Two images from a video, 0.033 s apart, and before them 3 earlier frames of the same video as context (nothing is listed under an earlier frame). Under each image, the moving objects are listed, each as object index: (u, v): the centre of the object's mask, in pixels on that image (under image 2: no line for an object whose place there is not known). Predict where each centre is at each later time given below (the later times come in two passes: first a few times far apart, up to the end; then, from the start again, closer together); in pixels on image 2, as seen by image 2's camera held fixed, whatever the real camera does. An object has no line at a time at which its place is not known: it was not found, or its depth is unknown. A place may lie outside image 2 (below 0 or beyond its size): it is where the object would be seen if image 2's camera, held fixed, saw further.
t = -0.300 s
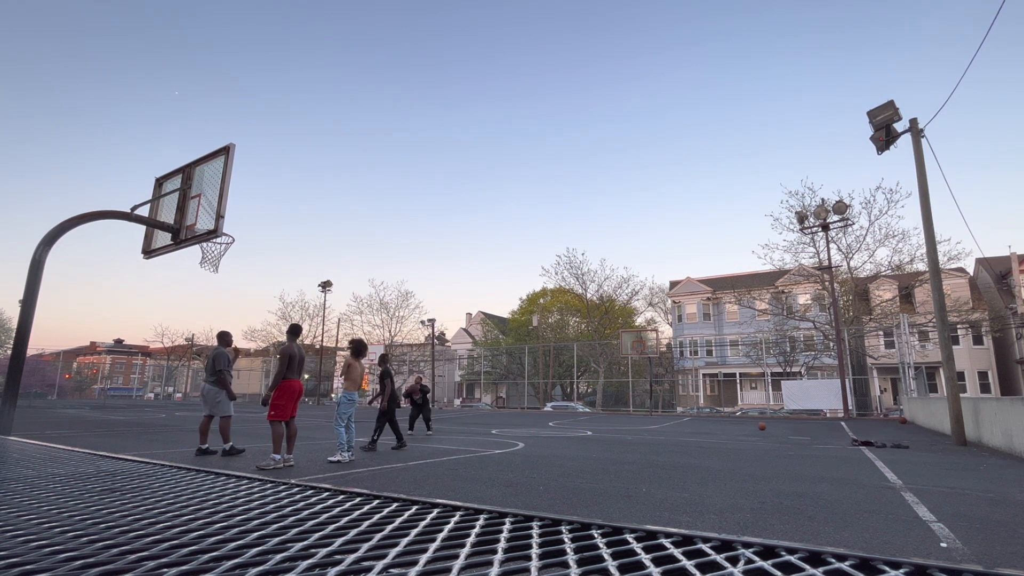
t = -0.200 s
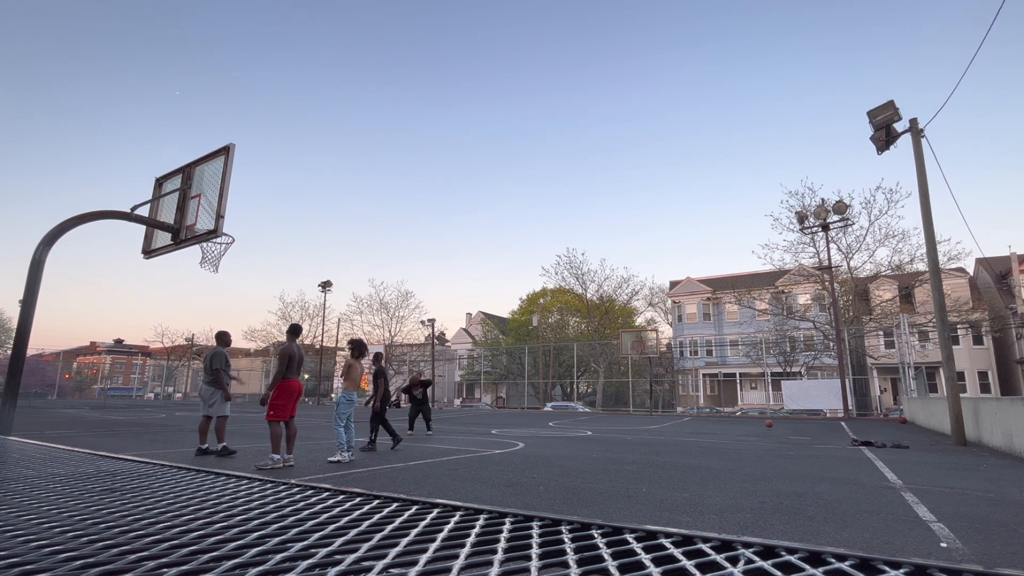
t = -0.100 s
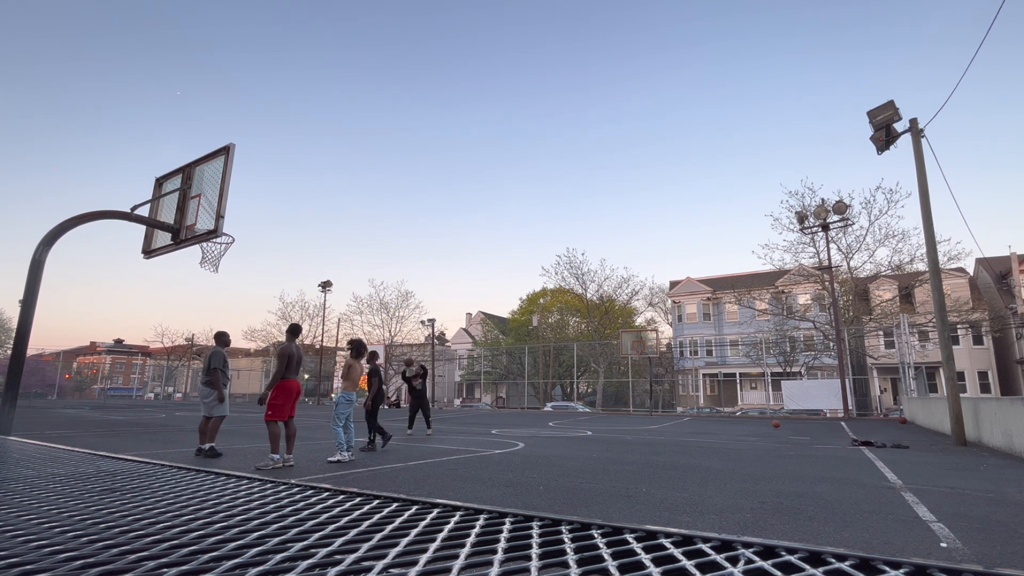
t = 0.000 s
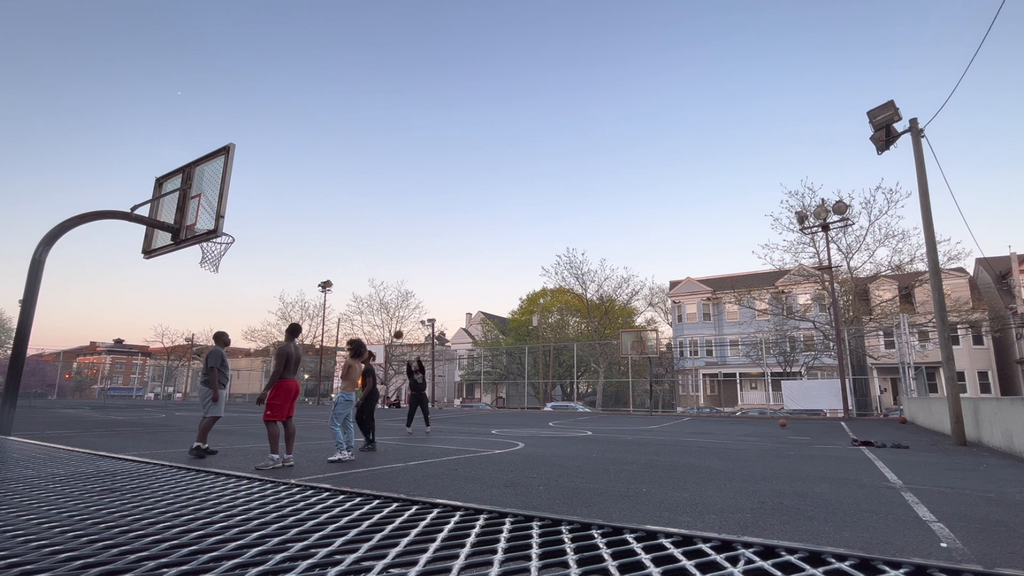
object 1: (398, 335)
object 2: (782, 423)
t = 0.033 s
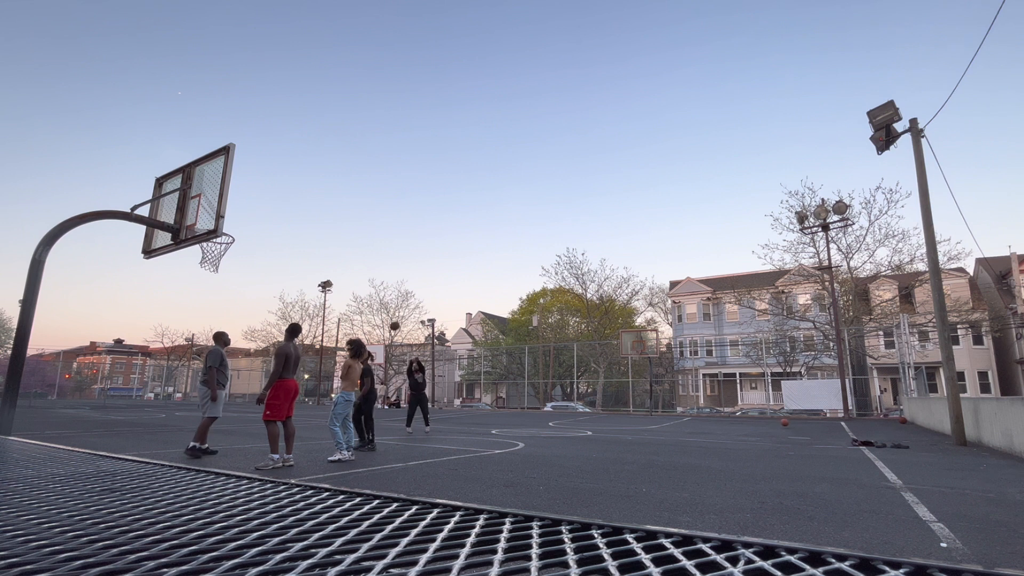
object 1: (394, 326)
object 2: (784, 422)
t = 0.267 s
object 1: (364, 273)
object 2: (798, 422)
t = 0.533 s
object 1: (317, 230)
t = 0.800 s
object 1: (250, 215)
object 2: (826, 421)
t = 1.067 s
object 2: (837, 420)
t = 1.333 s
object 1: (178, 309)
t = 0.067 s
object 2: (786, 422)
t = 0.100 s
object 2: (788, 422)
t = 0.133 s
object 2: (791, 423)
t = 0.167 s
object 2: (793, 424)
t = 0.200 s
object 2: (795, 423)
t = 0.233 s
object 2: (796, 422)
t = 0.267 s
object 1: (364, 273)
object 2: (798, 422)
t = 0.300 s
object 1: (358, 266)
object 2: (800, 421)
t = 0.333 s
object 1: (353, 260)
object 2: (802, 422)
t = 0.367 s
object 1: (348, 254)
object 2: (804, 422)
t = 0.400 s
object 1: (342, 249)
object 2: (806, 423)
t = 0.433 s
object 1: (336, 244)
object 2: (808, 421)
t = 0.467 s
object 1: (330, 239)
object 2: (809, 421)
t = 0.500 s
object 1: (323, 234)
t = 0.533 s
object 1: (317, 230)
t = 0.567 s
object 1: (310, 227)
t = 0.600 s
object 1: (302, 224)
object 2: (816, 422)
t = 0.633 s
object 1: (294, 221)
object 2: (818, 422)
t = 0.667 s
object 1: (286, 219)
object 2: (819, 421)
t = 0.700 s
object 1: (278, 217)
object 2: (821, 420)
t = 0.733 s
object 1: (269, 216)
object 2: (823, 420)
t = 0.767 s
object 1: (259, 215)
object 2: (825, 420)
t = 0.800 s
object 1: (250, 215)
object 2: (826, 421)
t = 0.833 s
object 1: (239, 216)
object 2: (828, 421)
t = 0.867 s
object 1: (230, 218)
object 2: (829, 421)
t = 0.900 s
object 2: (831, 420)
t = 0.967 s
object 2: (833, 420)
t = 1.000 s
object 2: (835, 420)
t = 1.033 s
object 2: (836, 421)
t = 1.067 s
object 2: (837, 420)
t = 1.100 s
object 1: (188, 252)
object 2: (839, 420)
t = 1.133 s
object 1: (186, 257)
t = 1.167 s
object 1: (185, 264)
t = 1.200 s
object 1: (184, 272)
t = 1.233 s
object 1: (183, 280)
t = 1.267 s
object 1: (181, 289)
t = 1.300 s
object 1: (180, 299)
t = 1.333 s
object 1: (178, 309)
